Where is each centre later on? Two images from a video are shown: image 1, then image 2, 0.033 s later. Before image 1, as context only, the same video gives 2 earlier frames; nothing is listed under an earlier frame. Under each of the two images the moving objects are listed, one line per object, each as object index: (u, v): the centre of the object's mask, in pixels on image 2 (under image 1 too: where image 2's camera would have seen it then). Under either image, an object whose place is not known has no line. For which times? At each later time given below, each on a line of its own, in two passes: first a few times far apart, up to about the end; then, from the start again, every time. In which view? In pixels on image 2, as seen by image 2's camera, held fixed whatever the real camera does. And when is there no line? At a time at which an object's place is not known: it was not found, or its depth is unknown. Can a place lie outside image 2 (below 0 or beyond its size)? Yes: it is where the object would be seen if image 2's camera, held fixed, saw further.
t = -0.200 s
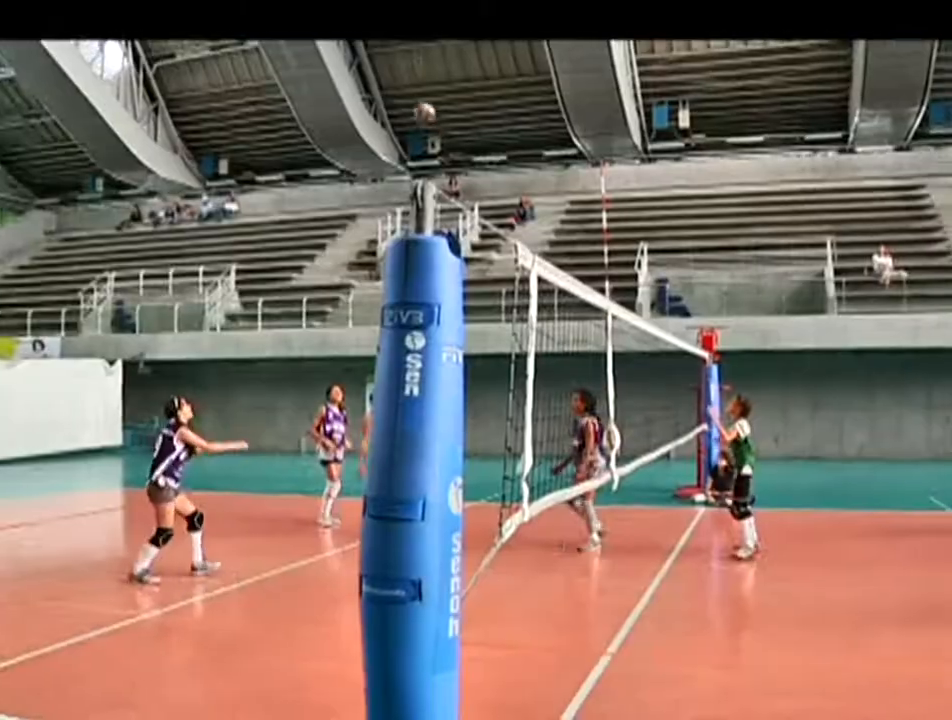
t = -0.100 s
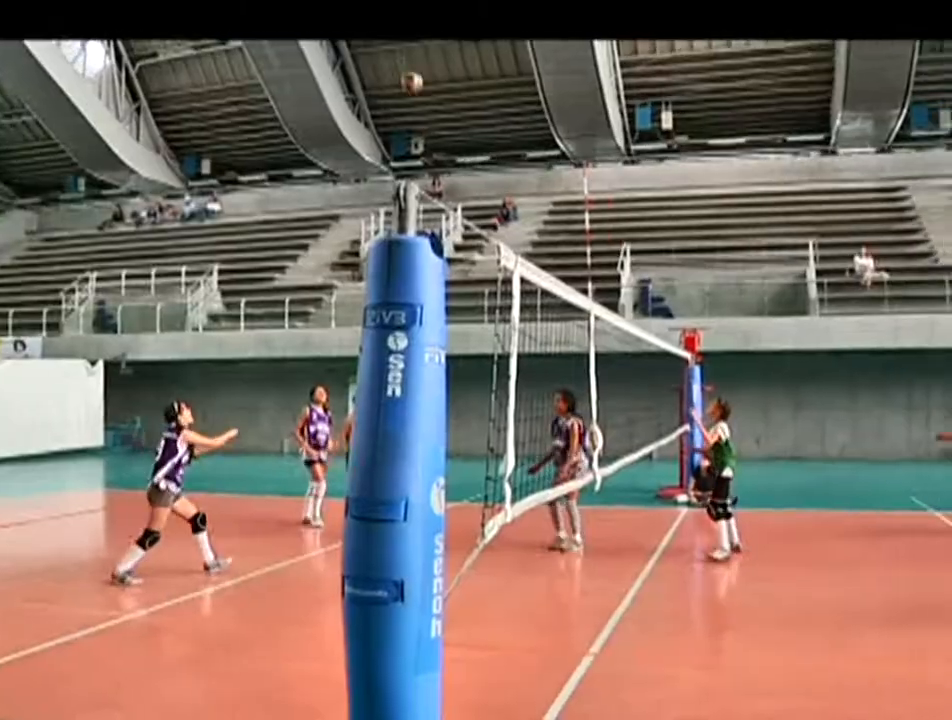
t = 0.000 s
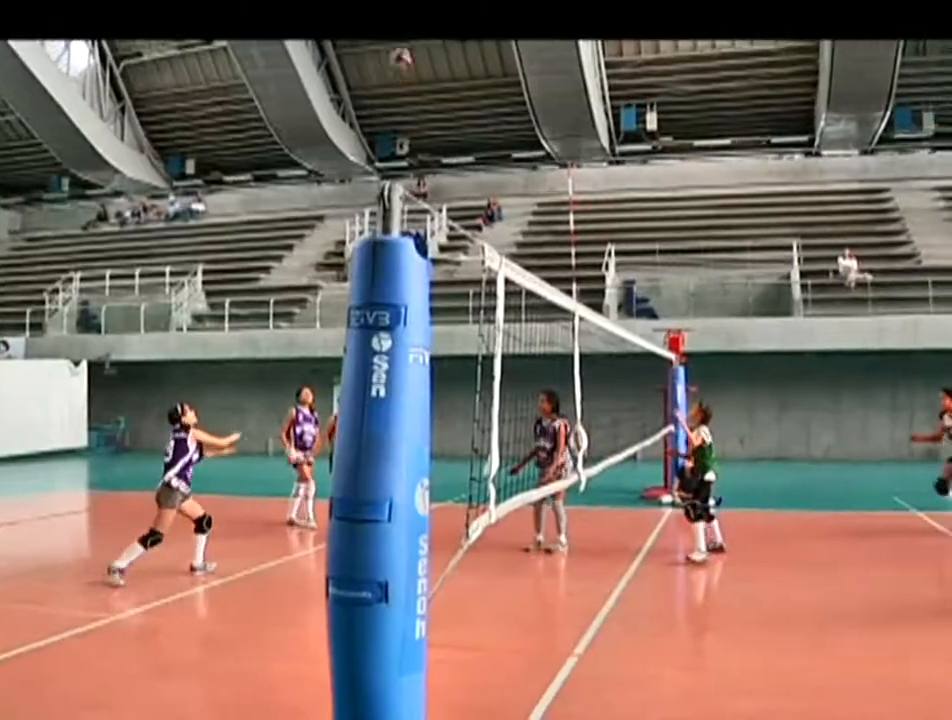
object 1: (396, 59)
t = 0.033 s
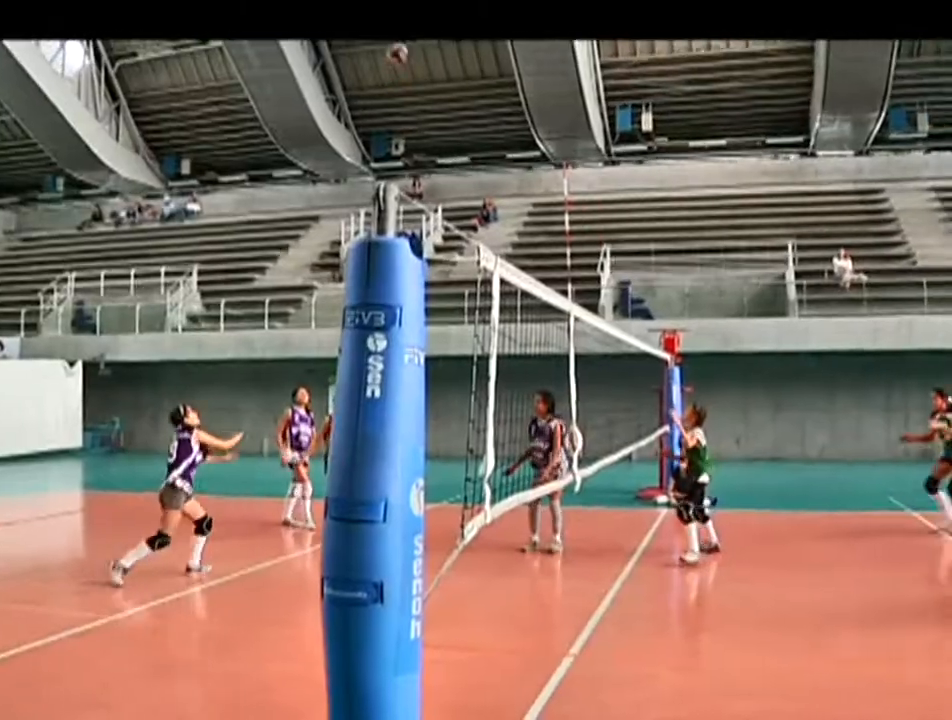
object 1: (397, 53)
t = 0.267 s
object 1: (405, 41)
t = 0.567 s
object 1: (417, 107)
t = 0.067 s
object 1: (399, 49)
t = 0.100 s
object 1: (400, 46)
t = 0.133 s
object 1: (401, 44)
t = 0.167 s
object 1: (402, 43)
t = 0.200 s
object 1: (403, 43)
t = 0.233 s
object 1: (404, 42)
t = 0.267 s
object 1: (405, 41)
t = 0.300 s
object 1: (407, 43)
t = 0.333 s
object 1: (409, 48)
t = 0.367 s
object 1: (410, 53)
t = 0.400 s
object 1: (411, 59)
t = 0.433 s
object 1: (413, 66)
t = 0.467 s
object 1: (413, 74)
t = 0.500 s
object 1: (414, 84)
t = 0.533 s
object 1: (415, 94)
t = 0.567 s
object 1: (417, 107)
